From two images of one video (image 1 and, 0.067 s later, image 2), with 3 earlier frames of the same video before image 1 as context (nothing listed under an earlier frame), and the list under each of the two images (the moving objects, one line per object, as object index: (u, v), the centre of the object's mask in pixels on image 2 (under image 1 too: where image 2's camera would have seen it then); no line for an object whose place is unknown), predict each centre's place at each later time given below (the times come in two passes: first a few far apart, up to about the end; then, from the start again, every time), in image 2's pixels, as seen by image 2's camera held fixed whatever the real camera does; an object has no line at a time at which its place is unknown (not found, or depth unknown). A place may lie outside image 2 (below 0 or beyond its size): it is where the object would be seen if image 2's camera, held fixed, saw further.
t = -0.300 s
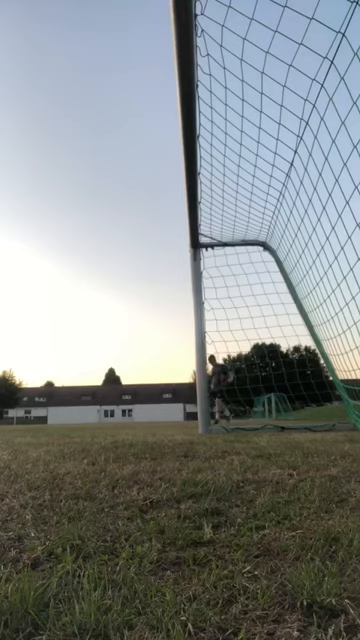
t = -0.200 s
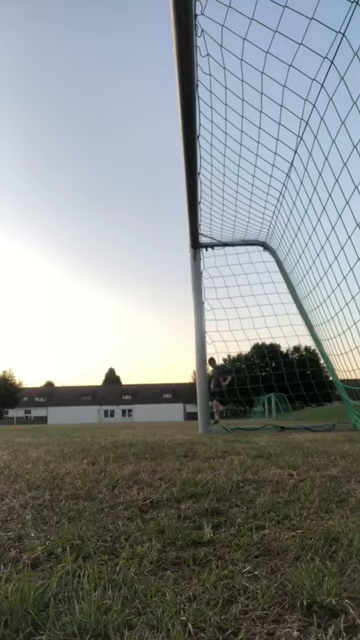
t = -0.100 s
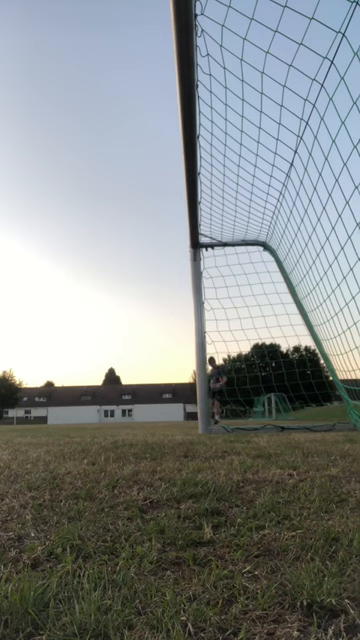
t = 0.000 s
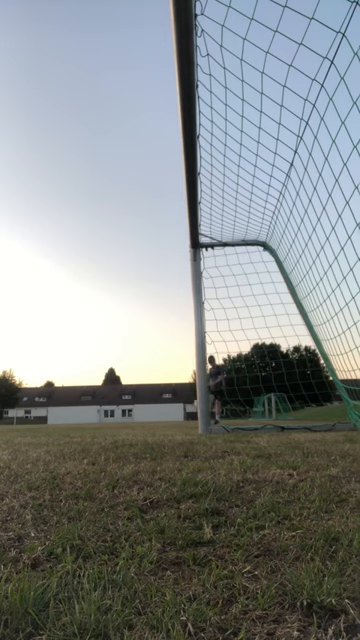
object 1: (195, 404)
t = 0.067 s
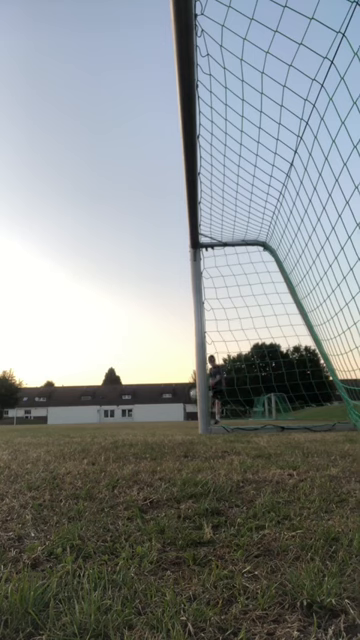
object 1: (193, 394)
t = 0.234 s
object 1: (186, 377)
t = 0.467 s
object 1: (173, 373)
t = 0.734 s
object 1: (155, 416)
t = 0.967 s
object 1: (166, 349)
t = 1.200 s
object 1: (184, 339)
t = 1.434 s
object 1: (225, 406)
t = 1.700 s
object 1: (322, 213)
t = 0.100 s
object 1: (192, 390)
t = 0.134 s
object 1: (191, 387)
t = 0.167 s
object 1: (189, 384)
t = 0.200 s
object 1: (188, 378)
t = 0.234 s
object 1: (186, 377)
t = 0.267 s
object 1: (185, 374)
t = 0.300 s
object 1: (183, 373)
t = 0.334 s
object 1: (181, 371)
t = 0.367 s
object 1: (179, 371)
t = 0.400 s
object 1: (177, 371)
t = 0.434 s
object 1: (175, 372)
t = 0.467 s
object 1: (173, 373)
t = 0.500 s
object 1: (171, 376)
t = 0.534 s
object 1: (169, 378)
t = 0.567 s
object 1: (166, 385)
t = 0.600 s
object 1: (164, 391)
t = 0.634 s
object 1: (161, 399)
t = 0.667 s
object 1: (157, 410)
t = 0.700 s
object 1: (154, 424)
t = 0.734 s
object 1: (155, 416)
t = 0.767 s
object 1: (157, 404)
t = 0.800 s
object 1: (158, 393)
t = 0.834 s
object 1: (158, 380)
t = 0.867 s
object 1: (161, 372)
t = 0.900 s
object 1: (162, 364)
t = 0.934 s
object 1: (164, 356)
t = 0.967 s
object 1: (166, 349)
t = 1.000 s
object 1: (168, 343)
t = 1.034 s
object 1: (170, 339)
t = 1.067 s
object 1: (173, 335)
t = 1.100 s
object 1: (175, 333)
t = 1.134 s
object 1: (178, 333)
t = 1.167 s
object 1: (181, 336)
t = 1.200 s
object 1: (184, 339)
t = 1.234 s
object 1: (188, 344)
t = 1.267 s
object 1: (193, 353)
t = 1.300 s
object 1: (199, 366)
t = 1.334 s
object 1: (204, 382)
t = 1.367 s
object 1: (210, 401)
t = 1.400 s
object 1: (220, 426)
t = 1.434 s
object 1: (225, 406)
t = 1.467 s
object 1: (231, 385)
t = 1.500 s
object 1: (239, 359)
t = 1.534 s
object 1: (249, 334)
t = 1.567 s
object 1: (260, 311)
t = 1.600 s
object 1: (275, 288)
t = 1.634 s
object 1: (291, 264)
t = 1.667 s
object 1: (310, 239)
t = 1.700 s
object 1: (322, 213)
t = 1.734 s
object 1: (334, 187)
